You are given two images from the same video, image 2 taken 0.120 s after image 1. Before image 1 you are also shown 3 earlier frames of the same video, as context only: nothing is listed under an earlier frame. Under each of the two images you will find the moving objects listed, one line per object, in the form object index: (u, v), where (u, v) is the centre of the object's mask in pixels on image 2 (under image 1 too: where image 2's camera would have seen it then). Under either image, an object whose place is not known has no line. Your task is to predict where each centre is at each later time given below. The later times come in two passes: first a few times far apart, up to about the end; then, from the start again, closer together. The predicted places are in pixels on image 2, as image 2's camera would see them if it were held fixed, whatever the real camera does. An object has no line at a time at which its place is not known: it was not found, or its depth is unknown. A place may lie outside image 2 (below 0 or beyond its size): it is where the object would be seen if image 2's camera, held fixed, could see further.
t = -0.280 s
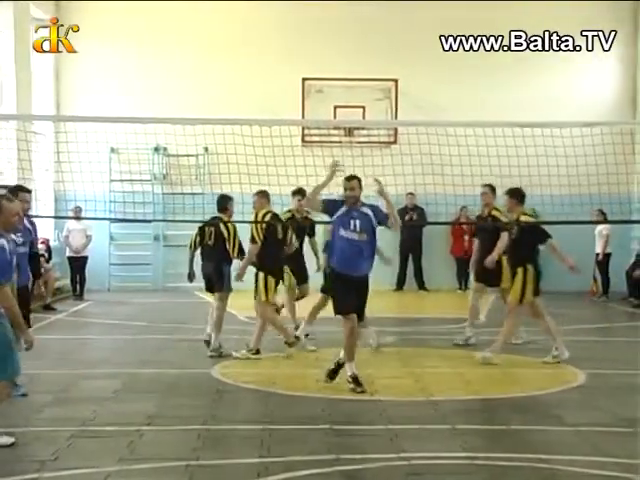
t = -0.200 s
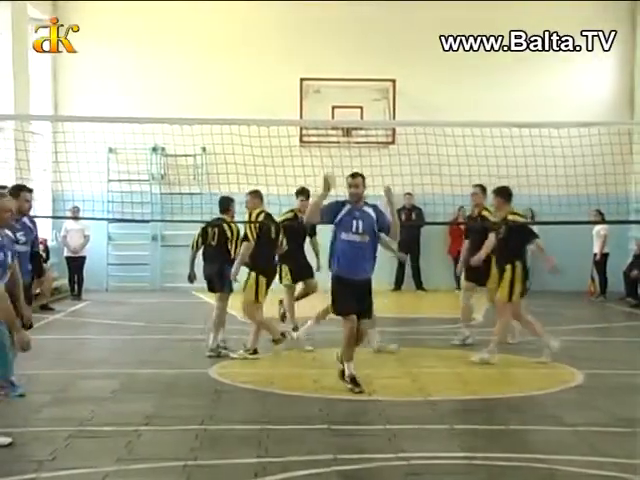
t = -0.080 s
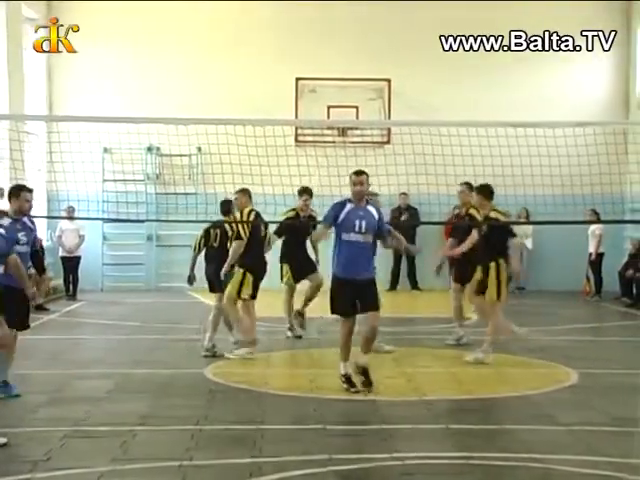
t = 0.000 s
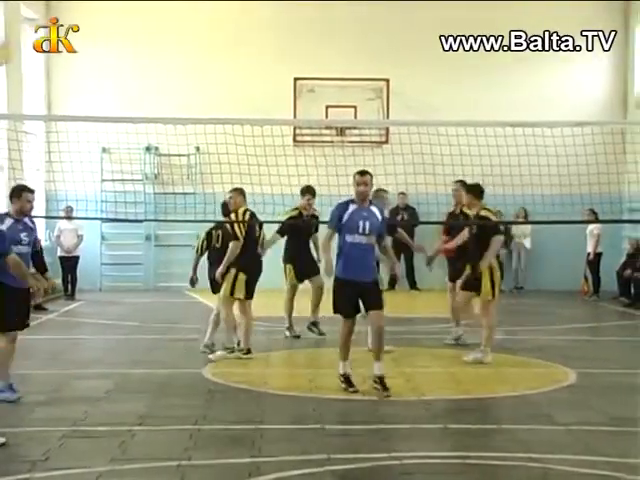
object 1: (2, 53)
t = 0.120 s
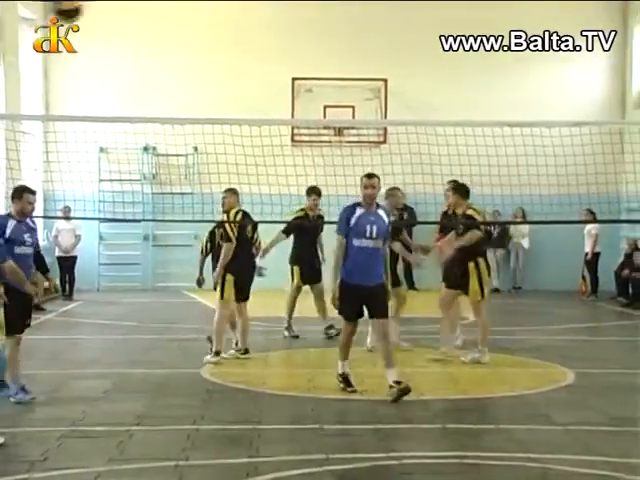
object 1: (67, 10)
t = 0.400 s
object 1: (172, 16)
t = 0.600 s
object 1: (220, 67)
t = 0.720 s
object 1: (242, 106)
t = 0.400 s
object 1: (172, 16)
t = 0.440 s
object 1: (183, 24)
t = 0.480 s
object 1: (193, 34)
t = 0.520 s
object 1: (203, 44)
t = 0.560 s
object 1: (212, 55)
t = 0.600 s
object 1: (220, 67)
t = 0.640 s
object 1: (228, 78)
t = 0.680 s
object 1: (235, 92)
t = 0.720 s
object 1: (242, 106)
